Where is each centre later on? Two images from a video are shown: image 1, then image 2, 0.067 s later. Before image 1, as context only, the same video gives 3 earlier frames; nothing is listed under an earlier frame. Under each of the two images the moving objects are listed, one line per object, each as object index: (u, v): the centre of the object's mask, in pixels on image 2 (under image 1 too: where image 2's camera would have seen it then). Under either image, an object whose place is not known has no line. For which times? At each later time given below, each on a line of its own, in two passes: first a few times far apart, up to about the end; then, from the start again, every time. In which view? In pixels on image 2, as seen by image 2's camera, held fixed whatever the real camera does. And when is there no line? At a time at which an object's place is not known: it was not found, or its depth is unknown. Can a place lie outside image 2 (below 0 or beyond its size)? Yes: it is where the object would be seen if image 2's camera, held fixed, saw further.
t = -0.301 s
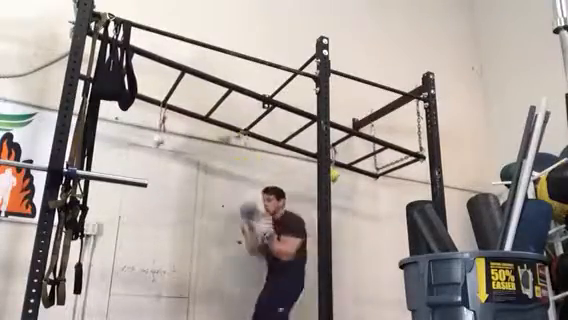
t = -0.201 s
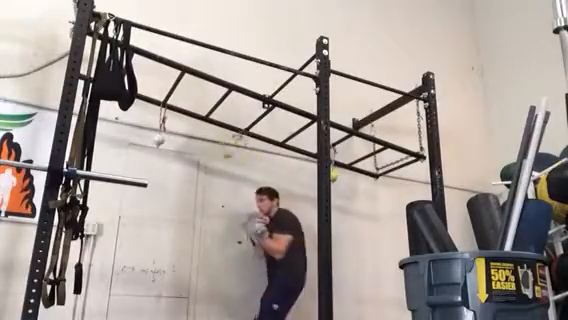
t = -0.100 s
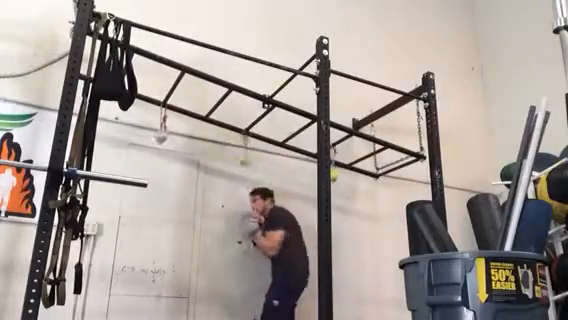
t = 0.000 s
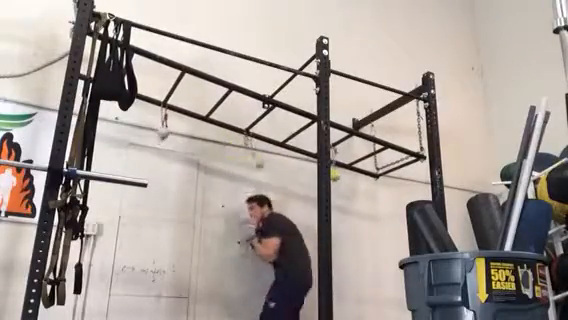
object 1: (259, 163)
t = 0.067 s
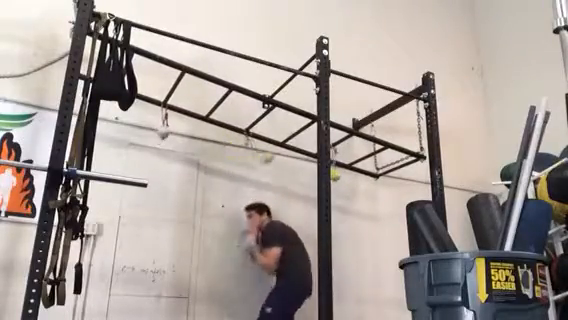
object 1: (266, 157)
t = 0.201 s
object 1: (269, 156)
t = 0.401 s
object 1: (262, 163)
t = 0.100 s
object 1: (268, 156)
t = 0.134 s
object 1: (268, 156)
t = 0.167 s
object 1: (269, 156)
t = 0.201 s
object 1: (269, 156)
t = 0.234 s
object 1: (269, 156)
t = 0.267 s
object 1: (268, 157)
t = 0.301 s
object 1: (268, 157)
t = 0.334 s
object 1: (266, 160)
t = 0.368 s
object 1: (264, 162)
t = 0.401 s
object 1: (262, 163)
